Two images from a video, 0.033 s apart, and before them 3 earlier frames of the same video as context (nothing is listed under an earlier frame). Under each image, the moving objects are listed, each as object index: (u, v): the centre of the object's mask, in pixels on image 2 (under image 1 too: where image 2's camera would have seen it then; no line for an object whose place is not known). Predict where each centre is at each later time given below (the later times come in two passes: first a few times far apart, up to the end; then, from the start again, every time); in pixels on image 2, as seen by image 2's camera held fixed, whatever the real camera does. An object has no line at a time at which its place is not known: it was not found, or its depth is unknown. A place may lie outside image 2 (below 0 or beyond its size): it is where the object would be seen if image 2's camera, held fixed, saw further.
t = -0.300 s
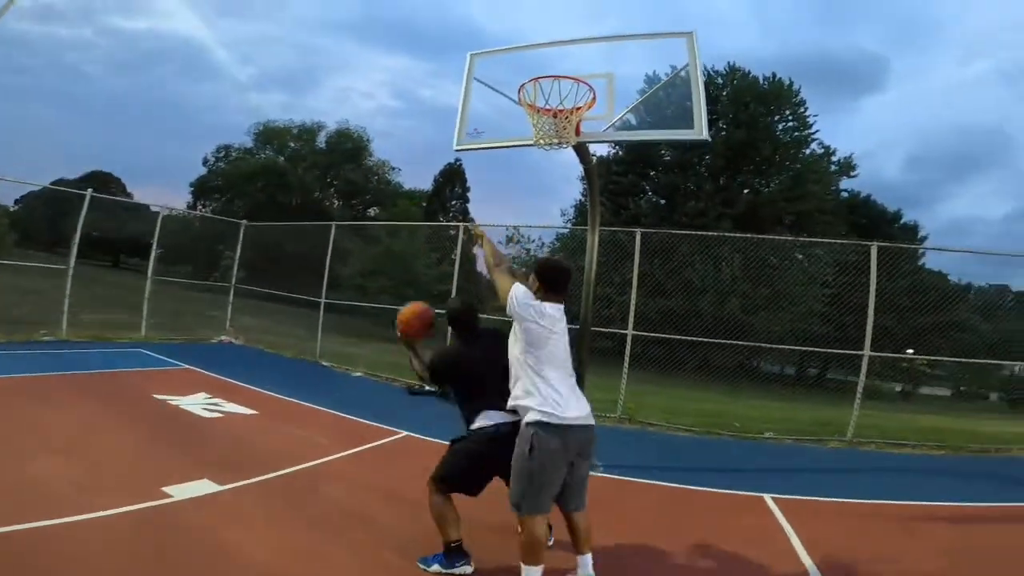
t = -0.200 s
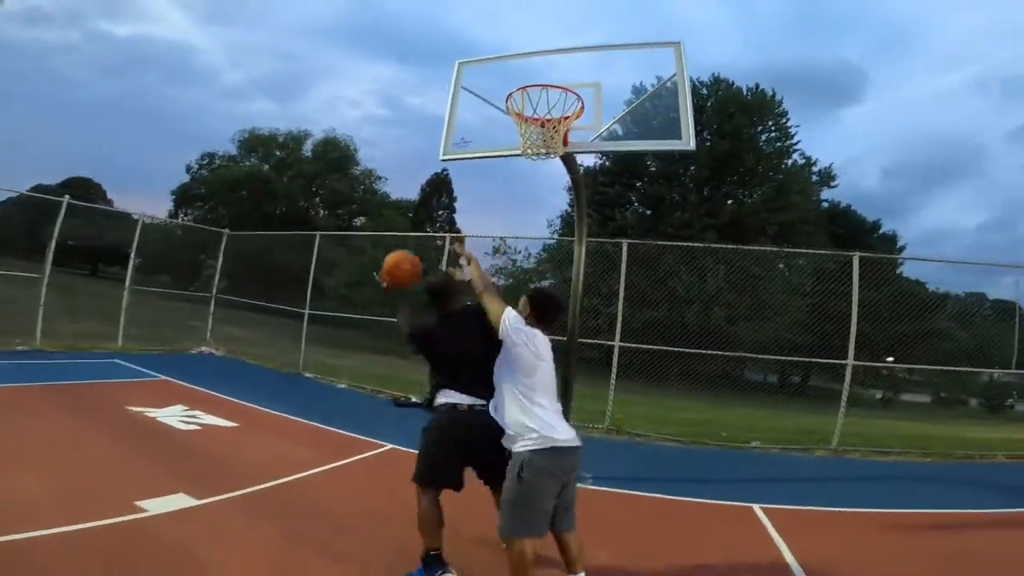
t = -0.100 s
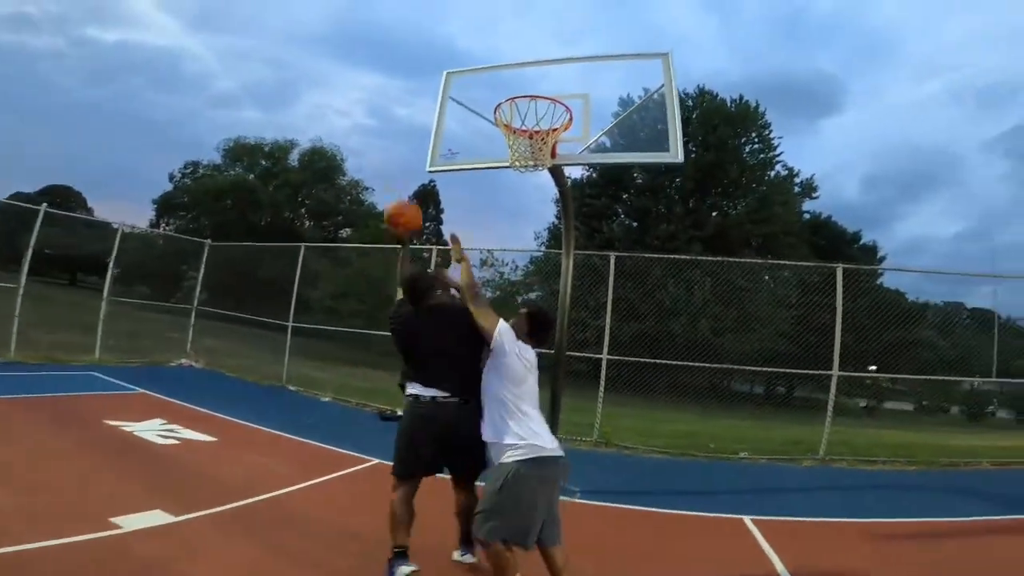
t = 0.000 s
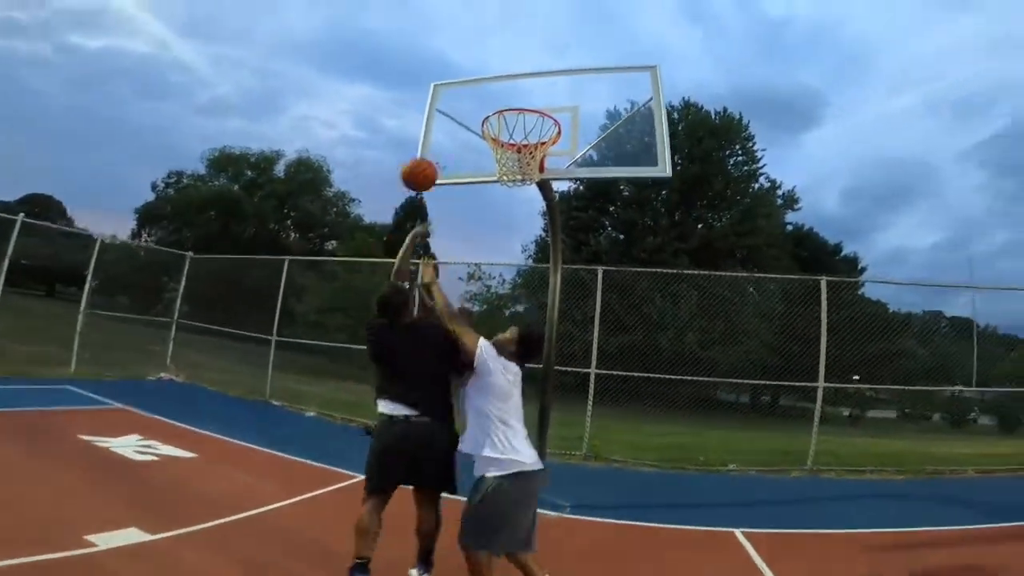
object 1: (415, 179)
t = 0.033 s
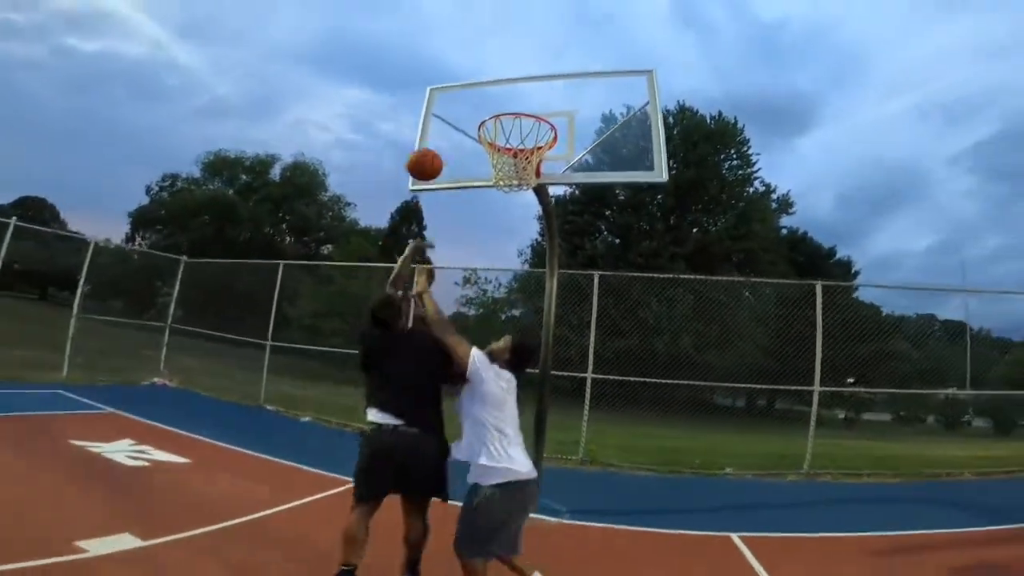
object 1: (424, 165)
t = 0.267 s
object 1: (482, 110)
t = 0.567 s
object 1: (511, 123)
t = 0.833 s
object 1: (532, 102)
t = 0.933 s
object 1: (536, 95)
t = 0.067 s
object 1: (434, 153)
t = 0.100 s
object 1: (444, 142)
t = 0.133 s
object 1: (452, 133)
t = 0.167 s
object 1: (461, 125)
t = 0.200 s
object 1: (468, 119)
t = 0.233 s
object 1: (475, 114)
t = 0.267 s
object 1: (482, 110)
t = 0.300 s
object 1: (488, 107)
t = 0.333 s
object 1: (495, 106)
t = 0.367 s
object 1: (498, 105)
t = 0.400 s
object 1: (500, 105)
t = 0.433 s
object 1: (503, 105)
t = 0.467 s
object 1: (505, 108)
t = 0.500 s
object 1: (507, 112)
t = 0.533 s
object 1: (509, 117)
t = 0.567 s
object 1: (511, 123)
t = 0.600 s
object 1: (512, 130)
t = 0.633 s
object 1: (513, 129)
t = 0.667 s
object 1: (517, 121)
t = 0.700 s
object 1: (521, 115)
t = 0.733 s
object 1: (524, 110)
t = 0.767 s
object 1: (526, 106)
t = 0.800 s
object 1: (529, 104)
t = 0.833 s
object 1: (532, 102)
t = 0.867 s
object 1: (535, 102)
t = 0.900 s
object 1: (536, 99)
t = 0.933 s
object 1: (536, 95)
